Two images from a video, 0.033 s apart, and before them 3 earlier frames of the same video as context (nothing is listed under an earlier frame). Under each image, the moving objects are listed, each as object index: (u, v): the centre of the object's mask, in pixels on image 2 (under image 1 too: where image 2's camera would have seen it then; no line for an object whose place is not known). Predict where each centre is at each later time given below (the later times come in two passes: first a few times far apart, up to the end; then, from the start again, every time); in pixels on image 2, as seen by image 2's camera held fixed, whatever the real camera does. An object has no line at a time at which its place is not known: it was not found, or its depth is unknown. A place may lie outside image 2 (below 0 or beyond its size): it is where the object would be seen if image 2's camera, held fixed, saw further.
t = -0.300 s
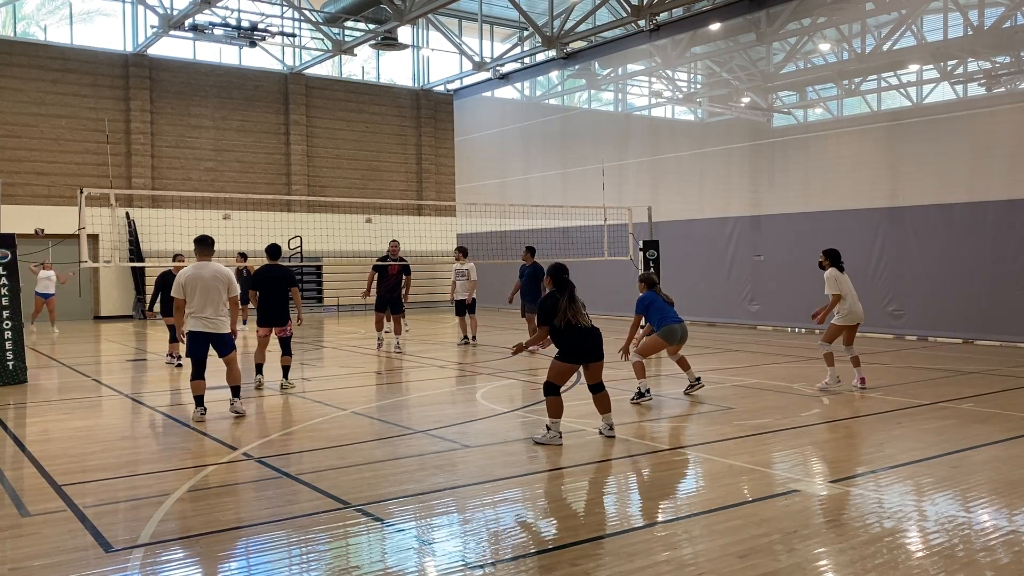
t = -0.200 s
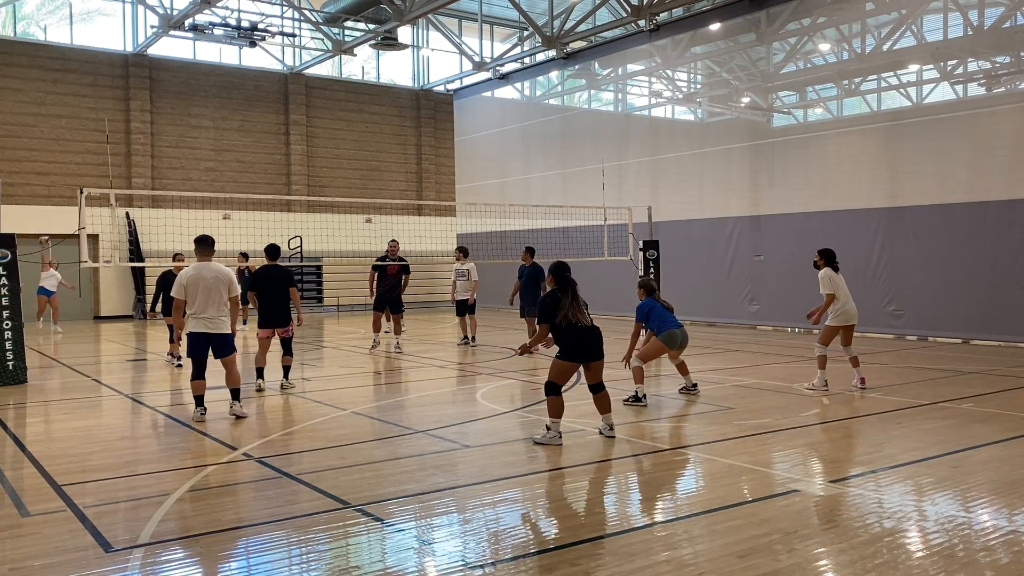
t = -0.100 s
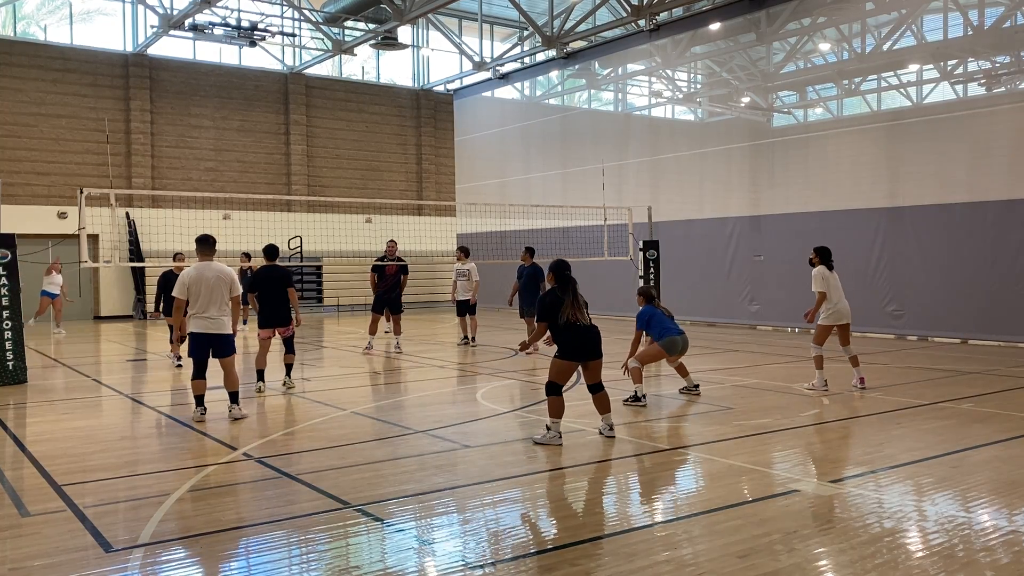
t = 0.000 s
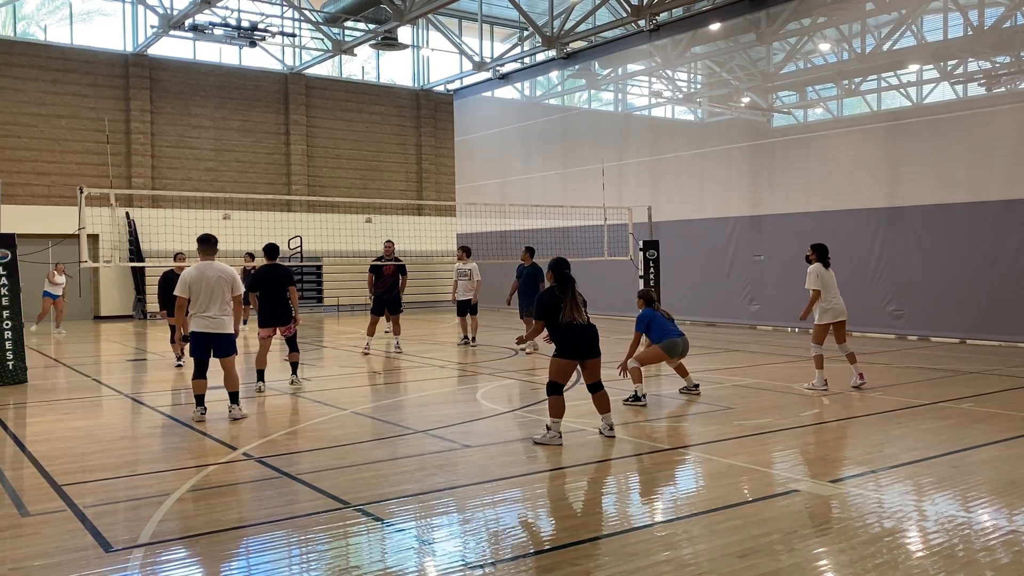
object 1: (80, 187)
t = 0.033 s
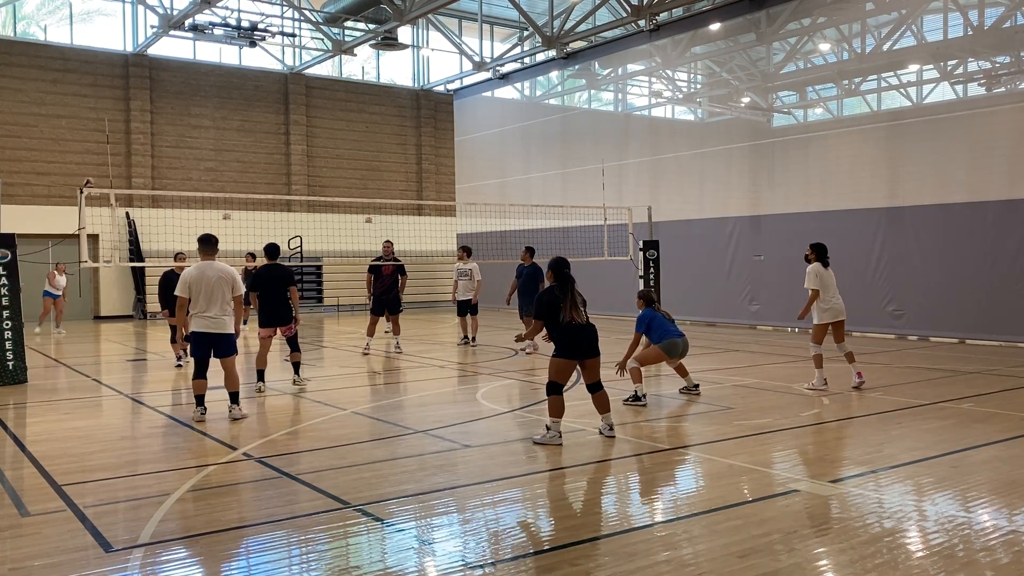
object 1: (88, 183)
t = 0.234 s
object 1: (135, 147)
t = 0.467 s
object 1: (199, 130)
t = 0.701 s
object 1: (287, 149)
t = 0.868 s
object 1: (369, 192)
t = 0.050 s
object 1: (92, 180)
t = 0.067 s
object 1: (95, 176)
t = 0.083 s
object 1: (98, 173)
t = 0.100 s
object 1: (102, 169)
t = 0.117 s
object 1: (105, 166)
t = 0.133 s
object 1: (109, 163)
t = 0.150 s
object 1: (114, 160)
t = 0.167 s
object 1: (118, 157)
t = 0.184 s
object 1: (122, 154)
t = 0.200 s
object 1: (126, 152)
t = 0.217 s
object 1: (130, 149)
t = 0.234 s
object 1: (135, 147)
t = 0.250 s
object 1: (139, 145)
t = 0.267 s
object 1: (143, 143)
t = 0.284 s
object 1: (148, 142)
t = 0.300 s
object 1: (152, 140)
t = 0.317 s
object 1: (157, 138)
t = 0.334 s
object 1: (160, 136)
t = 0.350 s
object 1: (165, 135)
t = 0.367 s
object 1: (170, 134)
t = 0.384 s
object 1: (175, 133)
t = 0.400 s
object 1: (179, 132)
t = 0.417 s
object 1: (185, 131)
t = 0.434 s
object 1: (189, 130)
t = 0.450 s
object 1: (194, 130)
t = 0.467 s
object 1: (199, 130)
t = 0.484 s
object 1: (205, 130)
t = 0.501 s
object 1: (210, 130)
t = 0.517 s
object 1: (216, 130)
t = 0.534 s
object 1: (221, 131)
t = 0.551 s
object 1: (227, 132)
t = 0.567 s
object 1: (233, 133)
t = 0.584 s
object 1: (239, 134)
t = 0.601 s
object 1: (245, 136)
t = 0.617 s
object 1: (252, 137)
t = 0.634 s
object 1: (258, 139)
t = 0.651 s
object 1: (265, 141)
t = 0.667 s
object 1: (273, 143)
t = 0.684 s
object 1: (280, 146)
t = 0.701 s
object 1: (287, 149)
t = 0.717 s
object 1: (294, 152)
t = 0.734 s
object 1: (302, 156)
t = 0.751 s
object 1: (311, 160)
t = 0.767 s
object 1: (316, 163)
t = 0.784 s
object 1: (325, 167)
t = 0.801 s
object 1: (333, 171)
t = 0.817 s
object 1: (342, 175)
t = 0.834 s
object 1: (350, 181)
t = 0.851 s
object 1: (360, 186)
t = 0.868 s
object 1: (369, 192)
